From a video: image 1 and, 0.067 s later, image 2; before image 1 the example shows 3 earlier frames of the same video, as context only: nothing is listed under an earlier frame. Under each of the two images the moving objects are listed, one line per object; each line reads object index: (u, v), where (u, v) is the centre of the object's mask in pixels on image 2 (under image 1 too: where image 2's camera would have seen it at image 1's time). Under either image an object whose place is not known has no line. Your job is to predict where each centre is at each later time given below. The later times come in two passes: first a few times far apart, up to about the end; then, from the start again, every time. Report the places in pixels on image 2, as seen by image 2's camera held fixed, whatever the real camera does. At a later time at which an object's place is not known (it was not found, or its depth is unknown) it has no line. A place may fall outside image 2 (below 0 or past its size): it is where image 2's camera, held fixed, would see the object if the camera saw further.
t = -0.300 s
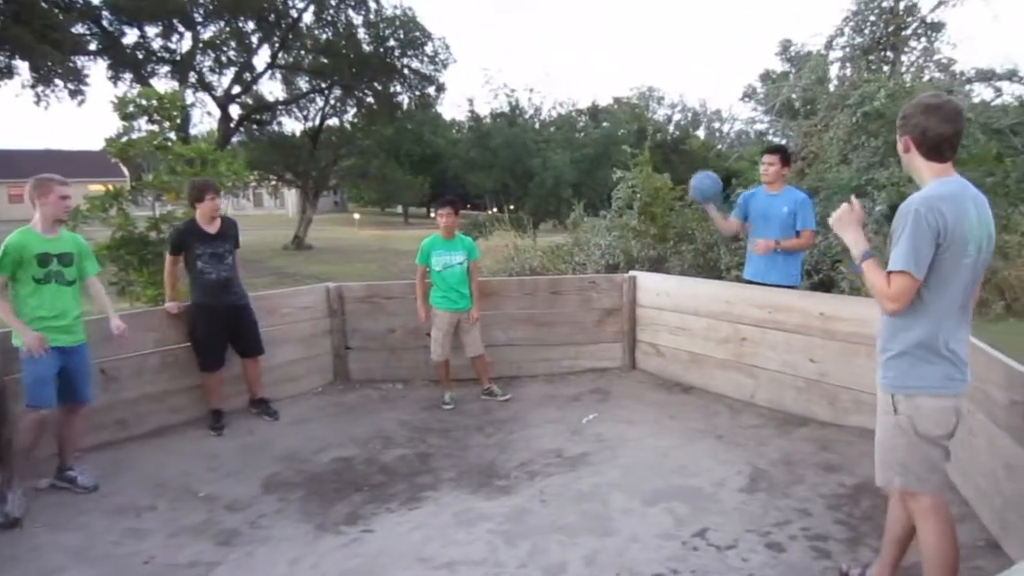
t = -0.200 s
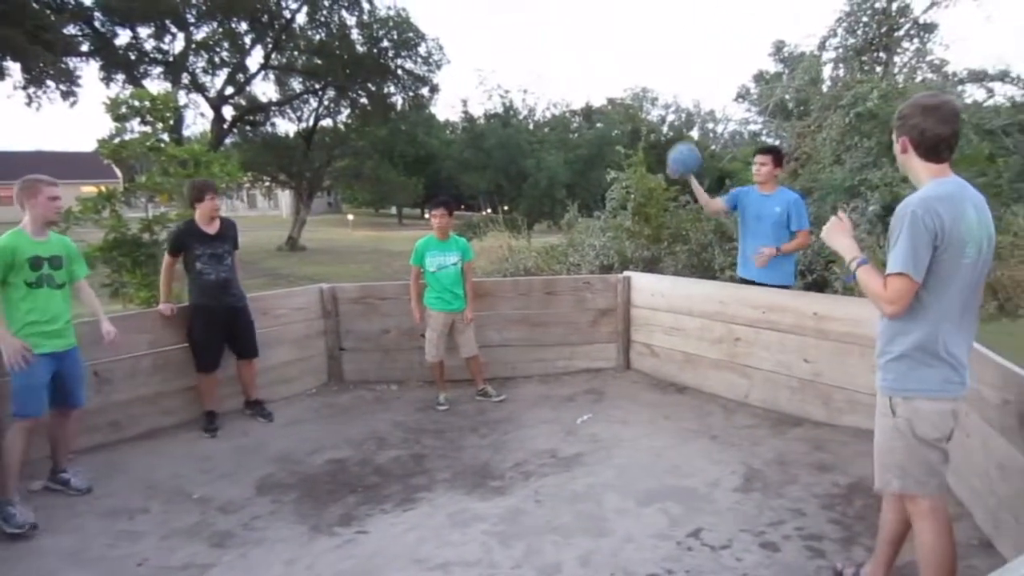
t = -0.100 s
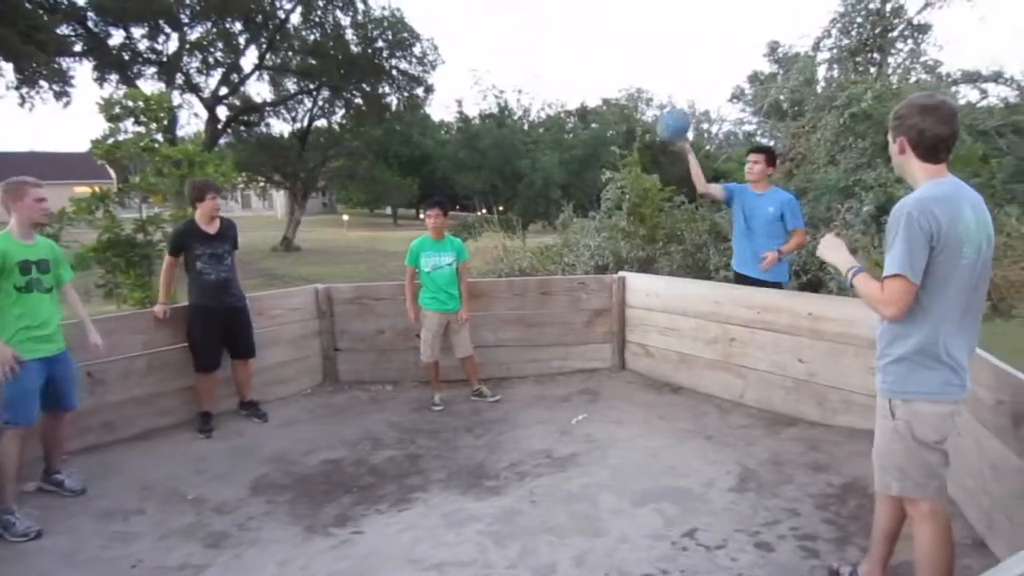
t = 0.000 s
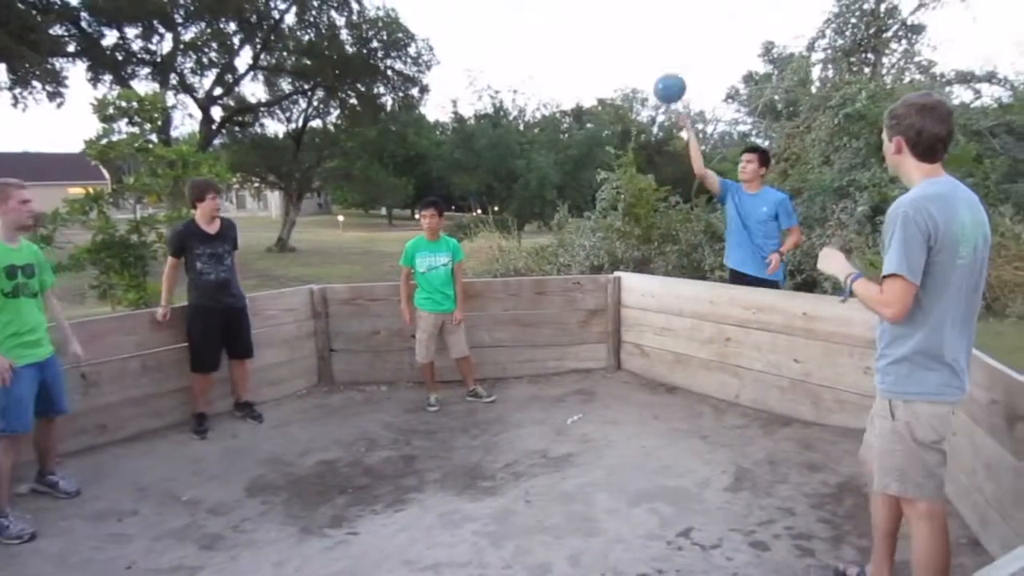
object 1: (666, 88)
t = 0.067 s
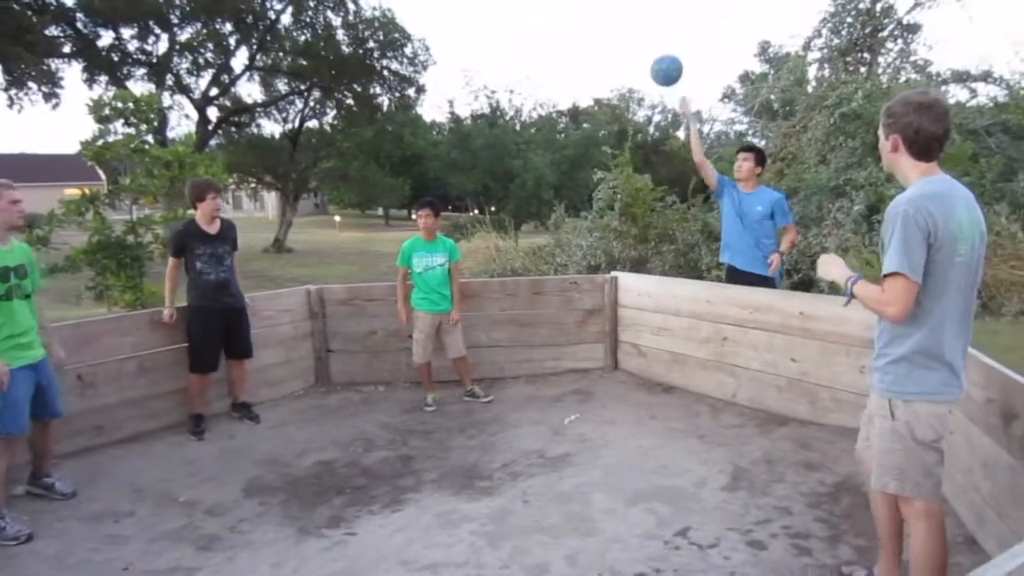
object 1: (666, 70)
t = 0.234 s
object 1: (669, 56)
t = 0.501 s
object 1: (671, 123)
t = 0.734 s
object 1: (674, 271)
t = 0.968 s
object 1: (667, 379)
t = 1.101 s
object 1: (652, 303)
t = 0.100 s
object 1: (667, 64)
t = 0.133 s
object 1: (667, 60)
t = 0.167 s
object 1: (667, 57)
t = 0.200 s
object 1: (668, 56)
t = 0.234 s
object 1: (669, 56)
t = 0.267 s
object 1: (669, 59)
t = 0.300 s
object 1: (670, 63)
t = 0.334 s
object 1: (670, 69)
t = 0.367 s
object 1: (671, 76)
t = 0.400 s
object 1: (671, 85)
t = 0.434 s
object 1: (671, 97)
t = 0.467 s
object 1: (672, 109)
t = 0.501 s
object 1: (671, 123)
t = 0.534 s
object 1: (671, 138)
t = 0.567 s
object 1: (672, 157)
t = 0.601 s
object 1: (673, 176)
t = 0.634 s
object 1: (673, 197)
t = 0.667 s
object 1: (674, 219)
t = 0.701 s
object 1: (675, 243)
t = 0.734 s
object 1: (674, 271)
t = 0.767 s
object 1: (675, 302)
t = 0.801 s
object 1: (675, 329)
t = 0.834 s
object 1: (674, 359)
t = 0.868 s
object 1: (673, 385)
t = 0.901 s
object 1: (675, 421)
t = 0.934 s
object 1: (670, 400)
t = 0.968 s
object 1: (667, 379)
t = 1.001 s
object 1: (663, 358)
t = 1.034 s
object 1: (660, 340)
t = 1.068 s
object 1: (657, 321)
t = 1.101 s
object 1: (652, 303)
